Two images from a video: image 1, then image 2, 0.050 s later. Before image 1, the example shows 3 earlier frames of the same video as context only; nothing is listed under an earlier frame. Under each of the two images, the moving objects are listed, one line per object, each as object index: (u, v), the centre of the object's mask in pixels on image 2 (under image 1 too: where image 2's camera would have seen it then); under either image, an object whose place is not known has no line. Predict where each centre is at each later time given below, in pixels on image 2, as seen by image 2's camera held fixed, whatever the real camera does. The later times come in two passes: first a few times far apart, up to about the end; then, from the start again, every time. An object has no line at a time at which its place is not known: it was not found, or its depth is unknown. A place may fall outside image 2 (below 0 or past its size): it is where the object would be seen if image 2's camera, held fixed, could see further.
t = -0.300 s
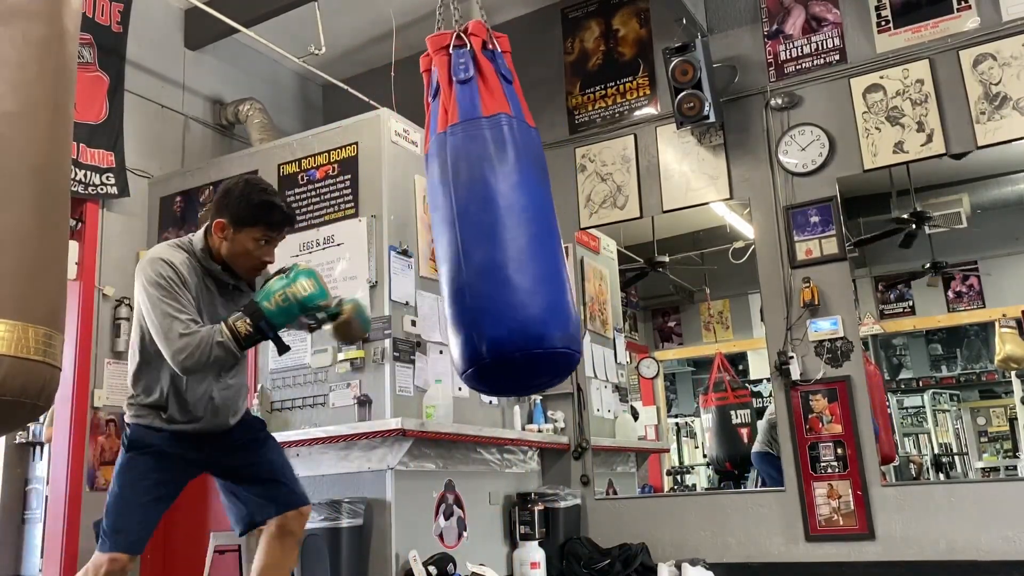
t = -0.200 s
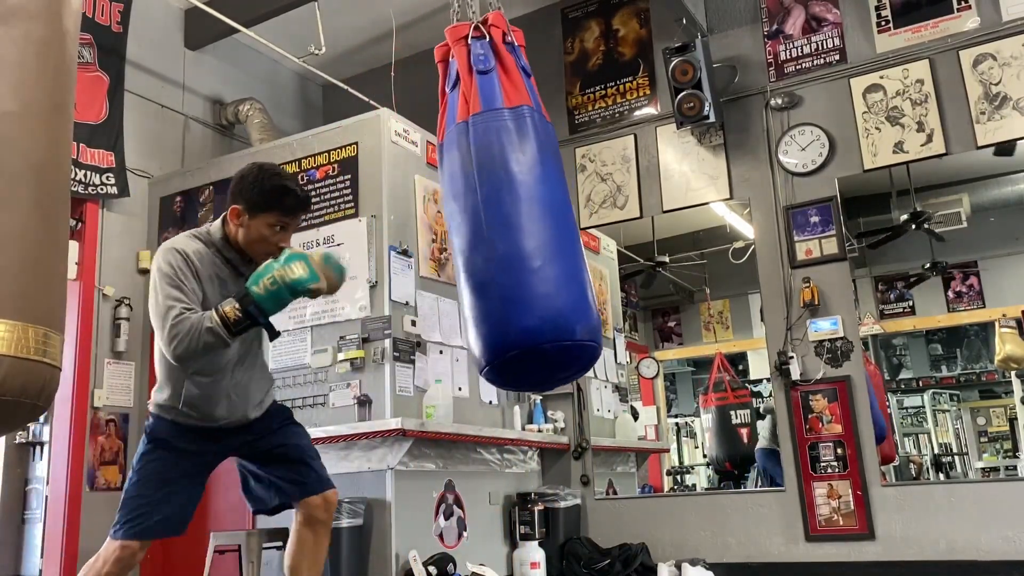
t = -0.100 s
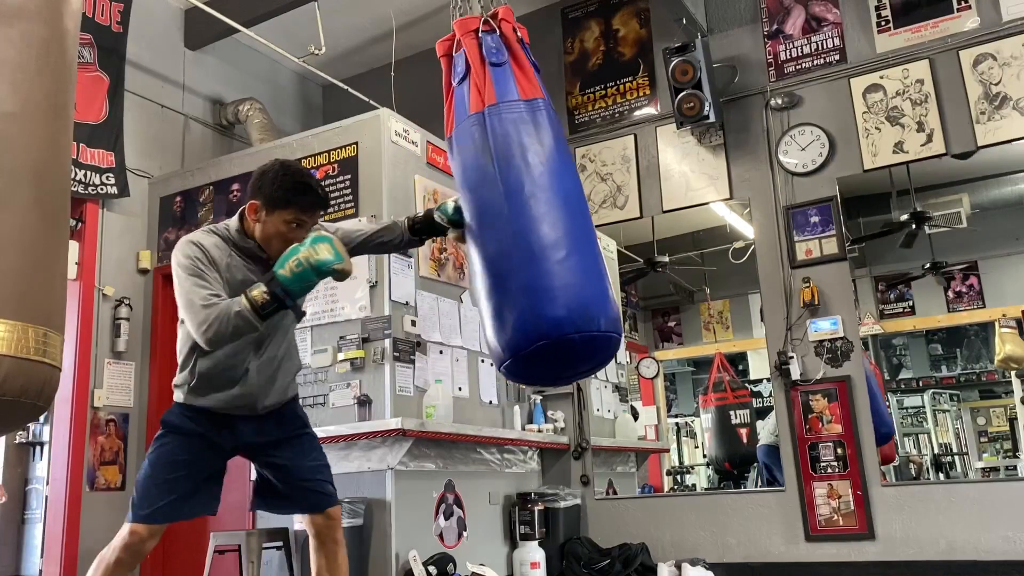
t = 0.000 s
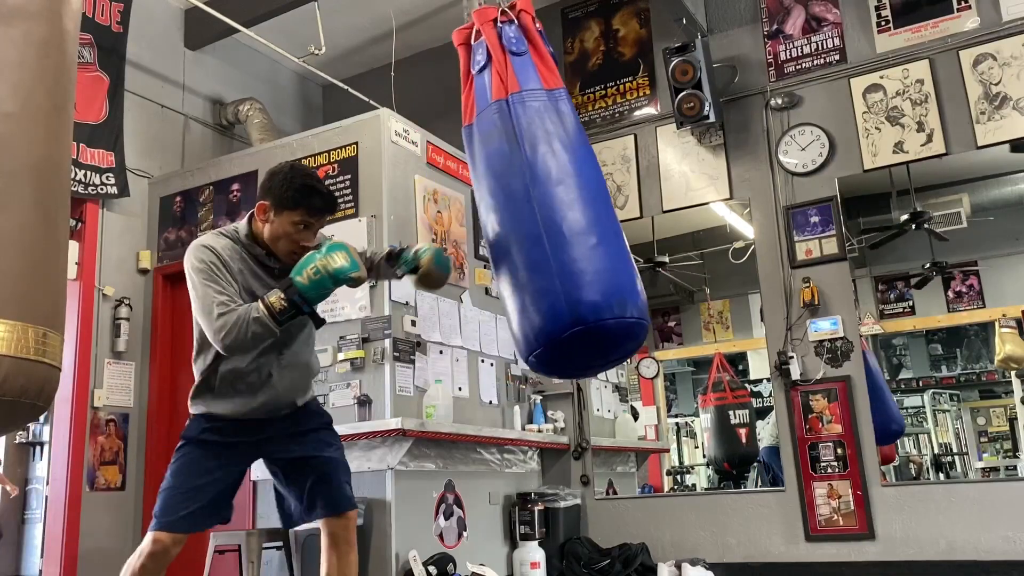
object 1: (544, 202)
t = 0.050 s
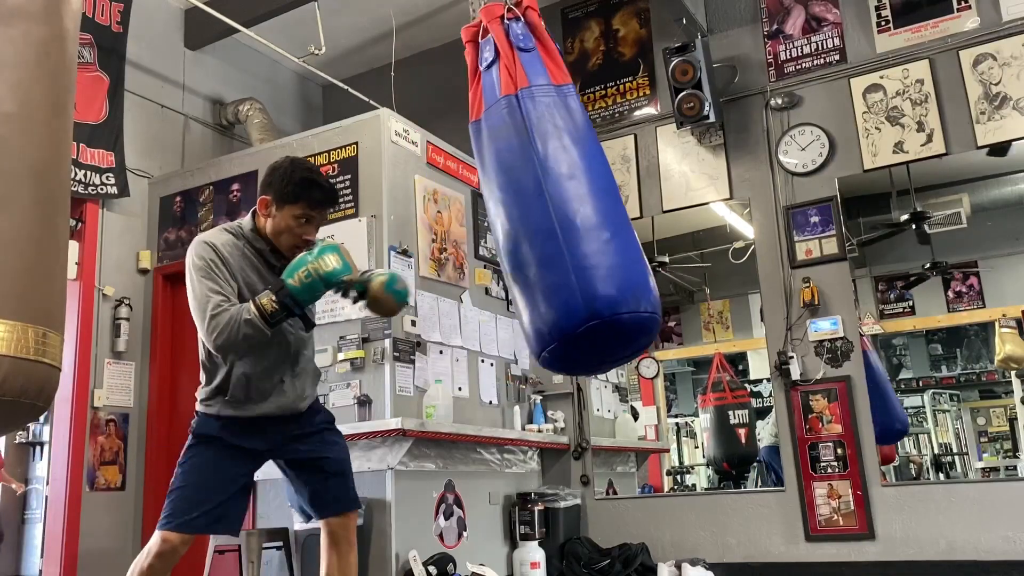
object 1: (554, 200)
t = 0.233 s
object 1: (571, 190)
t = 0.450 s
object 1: (563, 190)
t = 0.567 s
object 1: (544, 194)
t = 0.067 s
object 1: (555, 199)
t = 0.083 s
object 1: (557, 198)
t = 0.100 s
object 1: (559, 196)
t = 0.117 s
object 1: (561, 195)
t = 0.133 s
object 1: (563, 194)
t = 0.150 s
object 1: (565, 194)
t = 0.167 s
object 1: (568, 194)
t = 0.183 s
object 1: (568, 192)
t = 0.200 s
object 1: (570, 192)
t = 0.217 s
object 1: (570, 191)
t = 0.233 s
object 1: (571, 190)
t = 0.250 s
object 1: (571, 189)
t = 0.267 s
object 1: (573, 190)
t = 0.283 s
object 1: (572, 190)
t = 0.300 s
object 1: (573, 190)
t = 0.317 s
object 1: (572, 189)
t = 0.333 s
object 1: (572, 189)
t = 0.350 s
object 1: (571, 189)
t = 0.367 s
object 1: (571, 189)
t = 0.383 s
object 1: (569, 189)
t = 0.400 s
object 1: (569, 189)
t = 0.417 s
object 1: (567, 189)
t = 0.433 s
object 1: (565, 189)
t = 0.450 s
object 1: (563, 190)
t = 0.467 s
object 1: (560, 190)
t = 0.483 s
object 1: (558, 190)
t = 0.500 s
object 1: (556, 191)
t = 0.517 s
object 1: (553, 192)
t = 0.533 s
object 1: (550, 192)
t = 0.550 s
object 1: (547, 193)
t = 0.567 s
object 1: (544, 194)
